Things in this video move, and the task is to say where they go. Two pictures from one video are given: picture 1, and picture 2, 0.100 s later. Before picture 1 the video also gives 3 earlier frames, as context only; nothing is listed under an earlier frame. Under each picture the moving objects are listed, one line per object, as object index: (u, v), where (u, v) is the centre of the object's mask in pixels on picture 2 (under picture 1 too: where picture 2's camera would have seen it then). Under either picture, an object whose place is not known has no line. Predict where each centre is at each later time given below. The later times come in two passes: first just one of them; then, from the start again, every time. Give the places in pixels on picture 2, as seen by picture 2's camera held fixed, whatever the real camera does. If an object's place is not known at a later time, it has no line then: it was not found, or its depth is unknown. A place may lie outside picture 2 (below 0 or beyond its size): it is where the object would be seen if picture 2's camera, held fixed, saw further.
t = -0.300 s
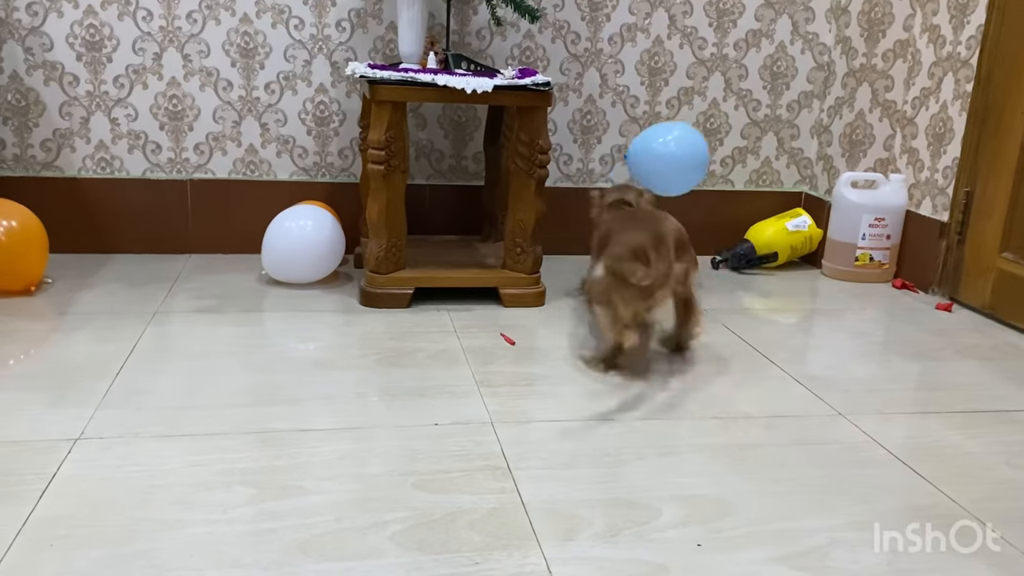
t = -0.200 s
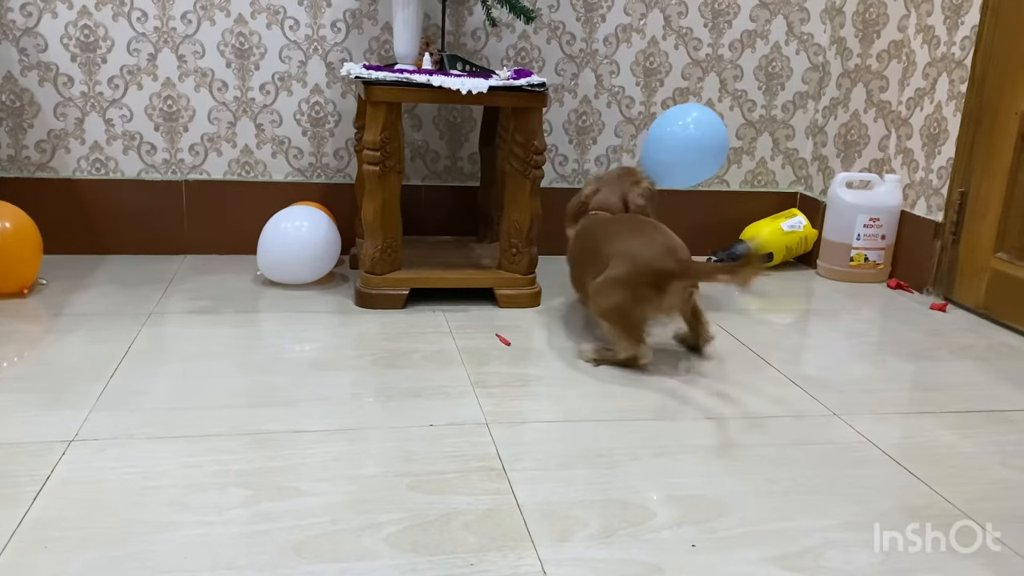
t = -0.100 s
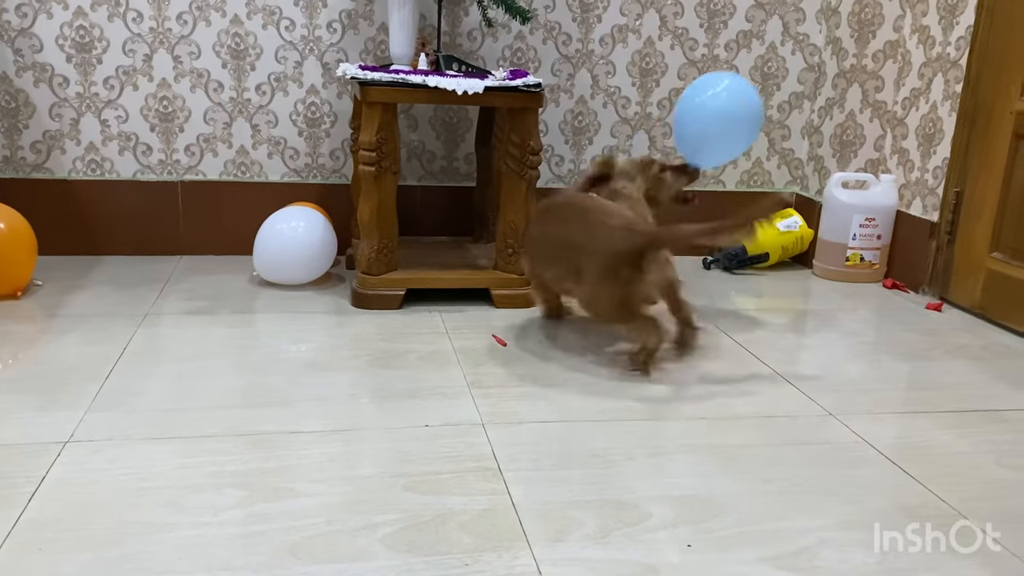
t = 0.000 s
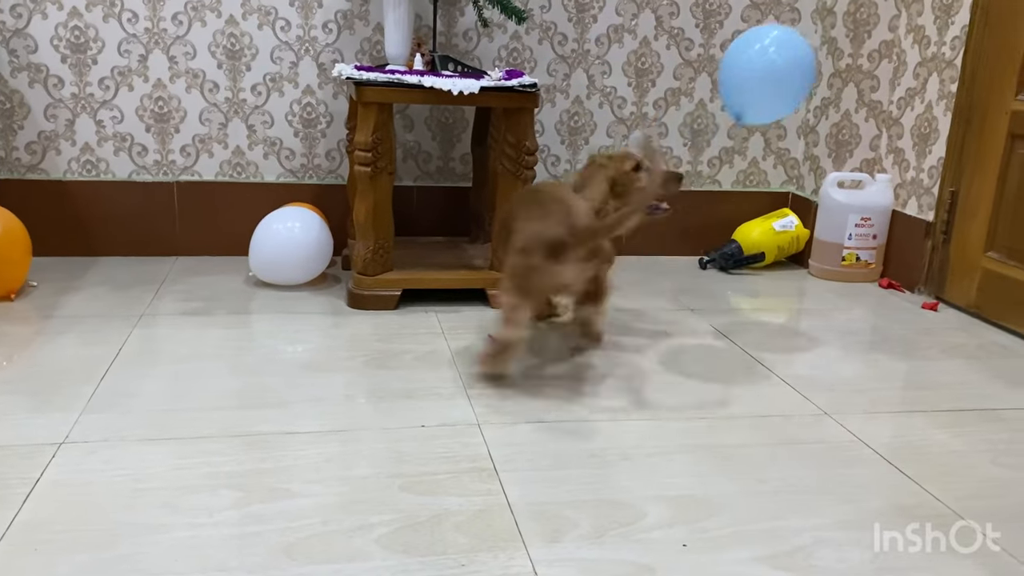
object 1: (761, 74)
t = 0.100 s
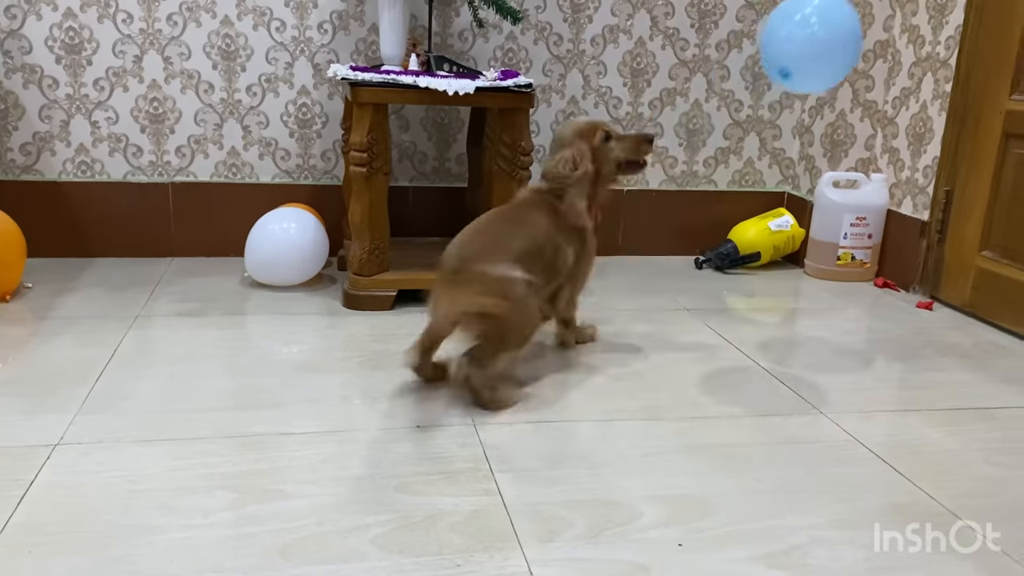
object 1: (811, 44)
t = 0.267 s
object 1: (878, 35)
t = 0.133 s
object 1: (825, 40)
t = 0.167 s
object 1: (839, 37)
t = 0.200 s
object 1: (853, 36)
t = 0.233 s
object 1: (865, 35)
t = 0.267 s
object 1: (878, 35)
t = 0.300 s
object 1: (890, 36)
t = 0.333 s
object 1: (902, 38)
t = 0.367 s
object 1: (914, 41)
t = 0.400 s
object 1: (924, 46)
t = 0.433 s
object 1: (934, 52)
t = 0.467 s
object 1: (942, 62)
